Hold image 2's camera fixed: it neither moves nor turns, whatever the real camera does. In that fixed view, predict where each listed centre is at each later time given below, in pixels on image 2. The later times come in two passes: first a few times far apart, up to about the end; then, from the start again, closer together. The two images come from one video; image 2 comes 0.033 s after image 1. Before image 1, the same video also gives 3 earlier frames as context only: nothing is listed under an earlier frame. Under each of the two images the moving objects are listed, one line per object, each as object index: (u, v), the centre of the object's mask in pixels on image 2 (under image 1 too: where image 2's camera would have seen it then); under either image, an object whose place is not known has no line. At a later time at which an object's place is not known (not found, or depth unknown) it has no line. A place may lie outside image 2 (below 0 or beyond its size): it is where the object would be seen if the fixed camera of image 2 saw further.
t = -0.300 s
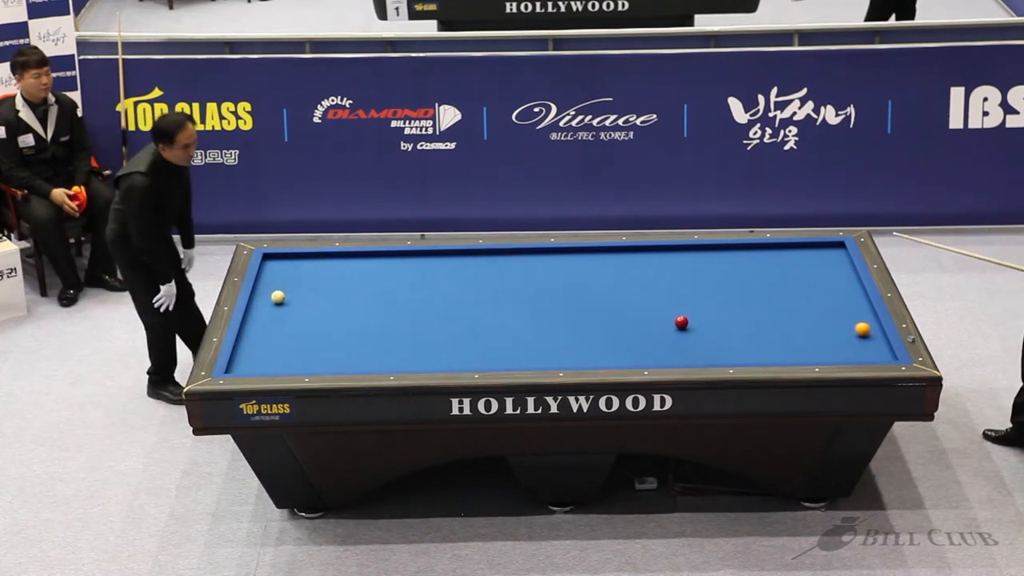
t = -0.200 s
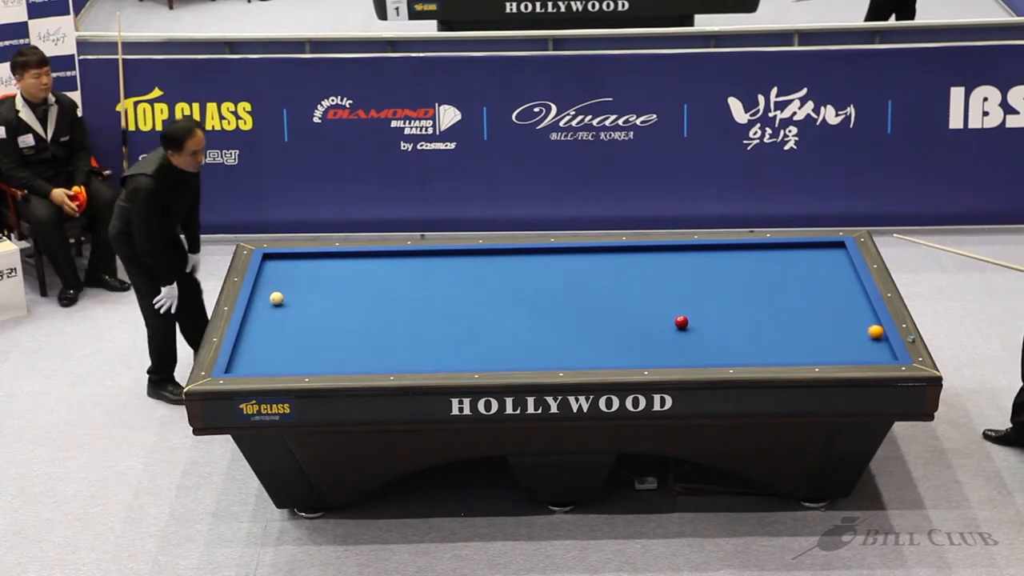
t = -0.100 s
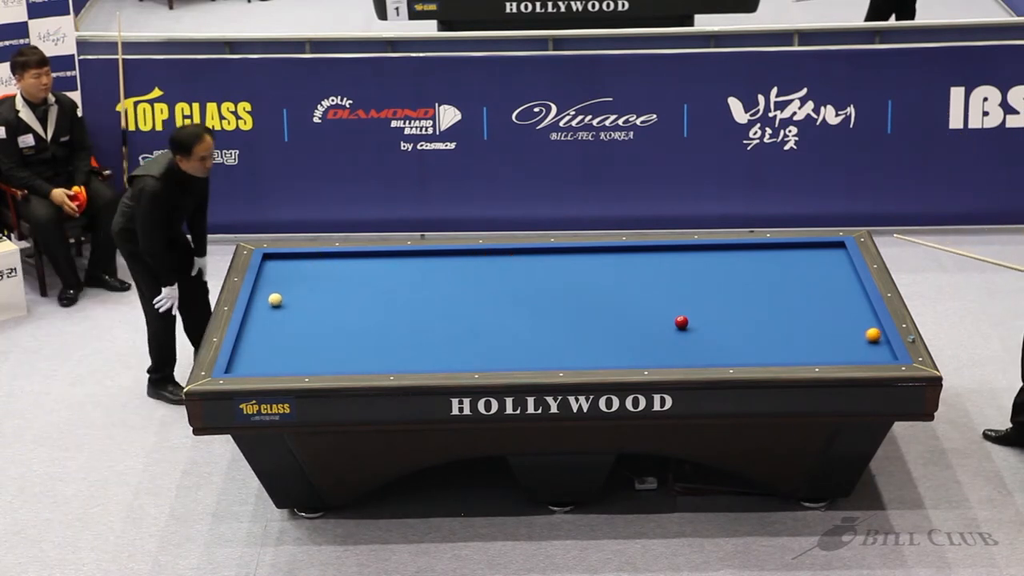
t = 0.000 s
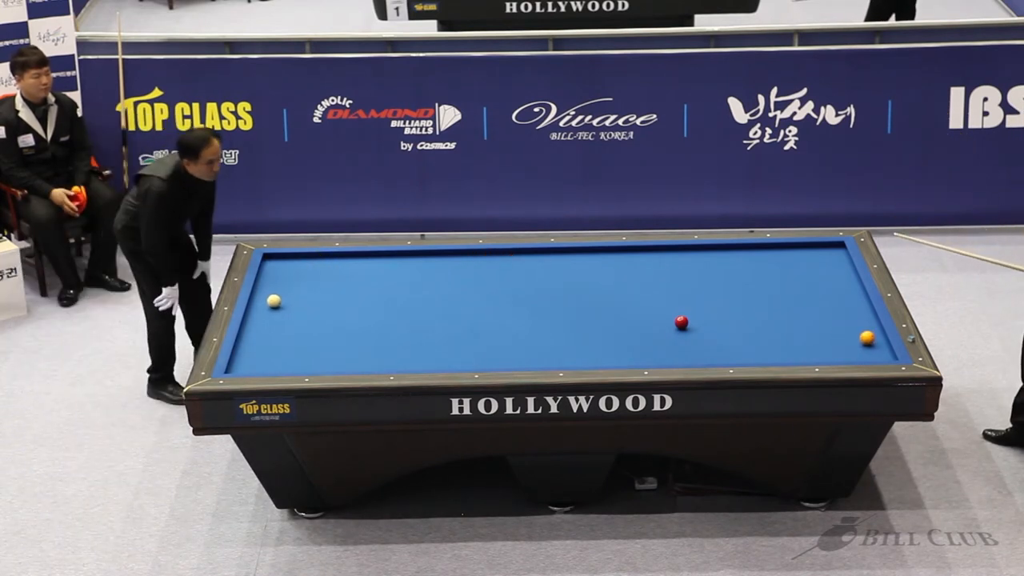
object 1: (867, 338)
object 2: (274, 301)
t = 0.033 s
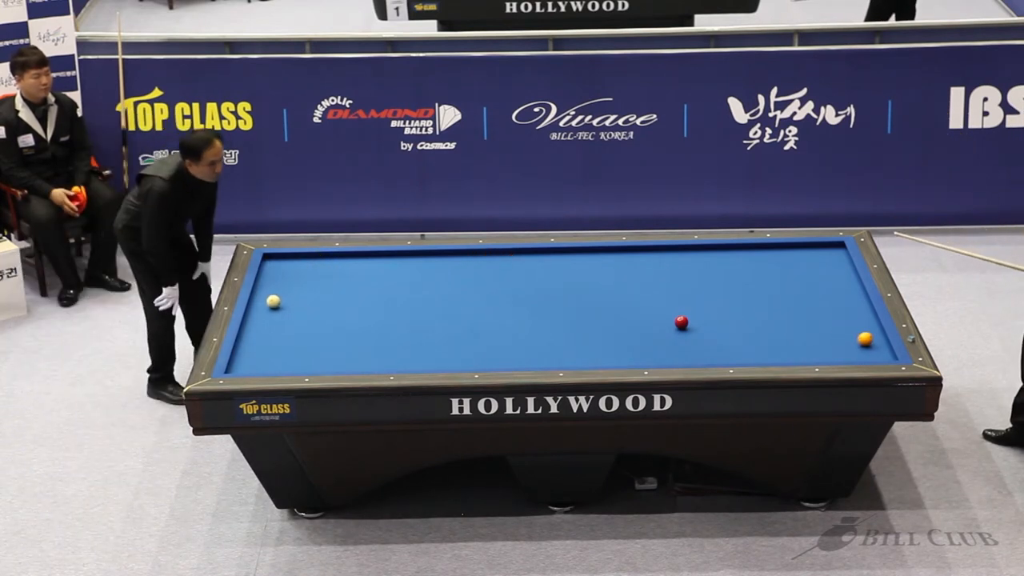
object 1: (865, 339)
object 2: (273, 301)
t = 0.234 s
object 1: (853, 345)
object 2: (271, 304)
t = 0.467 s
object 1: (840, 352)
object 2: (268, 307)
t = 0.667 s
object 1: (828, 356)
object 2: (265, 309)
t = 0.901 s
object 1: (813, 356)
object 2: (263, 311)
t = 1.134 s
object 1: (798, 354)
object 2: (260, 313)
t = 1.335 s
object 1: (785, 351)
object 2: (258, 315)
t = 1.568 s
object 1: (772, 348)
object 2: (256, 317)
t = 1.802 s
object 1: (758, 345)
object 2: (254, 318)
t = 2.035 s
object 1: (746, 342)
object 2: (253, 320)
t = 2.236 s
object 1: (735, 340)
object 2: (251, 321)
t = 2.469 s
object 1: (724, 337)
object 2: (250, 322)
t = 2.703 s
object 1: (713, 335)
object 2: (249, 322)
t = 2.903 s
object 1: (704, 332)
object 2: (248, 323)
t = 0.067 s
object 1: (863, 340)
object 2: (273, 302)
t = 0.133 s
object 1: (859, 342)
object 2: (272, 302)
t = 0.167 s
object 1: (857, 343)
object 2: (272, 303)
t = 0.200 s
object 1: (855, 344)
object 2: (271, 304)
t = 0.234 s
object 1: (853, 345)
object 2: (271, 304)
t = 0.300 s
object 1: (849, 347)
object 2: (270, 305)
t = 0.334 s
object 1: (847, 348)
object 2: (270, 305)
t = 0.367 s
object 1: (846, 349)
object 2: (269, 305)
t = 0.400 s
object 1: (844, 350)
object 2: (269, 306)
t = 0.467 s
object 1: (840, 352)
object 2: (268, 307)
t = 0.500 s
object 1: (838, 353)
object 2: (267, 307)
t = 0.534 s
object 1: (836, 353)
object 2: (267, 307)
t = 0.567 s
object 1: (834, 354)
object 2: (267, 308)
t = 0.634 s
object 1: (830, 355)
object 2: (266, 308)
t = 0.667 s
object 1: (828, 356)
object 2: (265, 309)
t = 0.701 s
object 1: (827, 357)
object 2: (265, 309)
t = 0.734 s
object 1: (825, 357)
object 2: (265, 309)
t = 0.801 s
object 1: (820, 357)
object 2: (264, 310)
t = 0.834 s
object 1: (818, 356)
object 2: (263, 310)
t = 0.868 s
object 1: (816, 356)
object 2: (263, 311)
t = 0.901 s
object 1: (813, 356)
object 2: (263, 311)
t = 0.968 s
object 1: (809, 355)
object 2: (262, 312)
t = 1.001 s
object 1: (807, 355)
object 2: (262, 312)
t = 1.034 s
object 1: (805, 355)
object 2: (261, 312)
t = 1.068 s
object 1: (802, 354)
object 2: (261, 313)
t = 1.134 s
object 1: (798, 354)
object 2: (260, 313)
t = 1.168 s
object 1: (796, 353)
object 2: (260, 313)
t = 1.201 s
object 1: (794, 353)
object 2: (260, 314)
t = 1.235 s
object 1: (792, 353)
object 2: (259, 314)
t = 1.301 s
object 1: (788, 352)
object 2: (259, 315)
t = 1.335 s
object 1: (785, 351)
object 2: (258, 315)
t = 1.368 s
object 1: (783, 351)
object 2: (258, 315)
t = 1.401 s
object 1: (782, 350)
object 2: (258, 315)
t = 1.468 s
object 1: (778, 349)
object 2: (257, 316)
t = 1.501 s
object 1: (776, 349)
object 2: (257, 316)
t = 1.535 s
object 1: (774, 349)
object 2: (256, 316)
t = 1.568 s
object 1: (772, 348)
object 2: (256, 317)
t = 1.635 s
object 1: (768, 347)
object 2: (256, 317)
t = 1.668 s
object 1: (766, 347)
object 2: (256, 317)
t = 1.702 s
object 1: (764, 346)
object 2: (255, 318)
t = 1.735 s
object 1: (762, 346)
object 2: (255, 318)
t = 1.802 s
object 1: (758, 345)
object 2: (254, 318)
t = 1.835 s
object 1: (757, 345)
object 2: (254, 319)
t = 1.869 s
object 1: (755, 344)
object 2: (254, 319)
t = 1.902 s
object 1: (753, 344)
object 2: (254, 319)
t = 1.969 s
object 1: (749, 343)
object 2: (253, 319)
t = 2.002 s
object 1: (748, 342)
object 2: (253, 319)
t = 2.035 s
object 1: (746, 342)
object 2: (253, 320)
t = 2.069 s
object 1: (744, 342)
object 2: (252, 320)
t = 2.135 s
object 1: (741, 341)
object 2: (252, 320)
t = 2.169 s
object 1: (739, 340)
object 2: (252, 320)
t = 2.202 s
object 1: (737, 340)
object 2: (252, 320)
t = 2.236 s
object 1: (735, 340)
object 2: (251, 321)
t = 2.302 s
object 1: (732, 339)
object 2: (251, 321)
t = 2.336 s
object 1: (731, 339)
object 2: (251, 321)
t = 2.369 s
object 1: (729, 338)
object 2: (251, 321)
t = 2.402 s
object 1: (727, 338)
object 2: (251, 321)
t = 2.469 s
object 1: (724, 337)
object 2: (250, 322)
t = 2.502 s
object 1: (723, 337)
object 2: (250, 322)
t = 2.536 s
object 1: (721, 336)
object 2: (250, 322)
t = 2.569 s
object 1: (719, 336)
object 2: (250, 322)
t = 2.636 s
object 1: (716, 335)
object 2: (249, 322)
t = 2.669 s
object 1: (715, 335)
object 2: (249, 322)
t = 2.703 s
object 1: (713, 335)
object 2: (249, 322)
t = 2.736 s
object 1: (712, 334)
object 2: (249, 322)
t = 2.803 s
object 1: (709, 333)
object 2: (249, 323)
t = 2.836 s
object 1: (707, 333)
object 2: (248, 323)
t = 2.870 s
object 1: (706, 333)
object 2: (248, 323)
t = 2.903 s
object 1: (704, 332)
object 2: (248, 323)
